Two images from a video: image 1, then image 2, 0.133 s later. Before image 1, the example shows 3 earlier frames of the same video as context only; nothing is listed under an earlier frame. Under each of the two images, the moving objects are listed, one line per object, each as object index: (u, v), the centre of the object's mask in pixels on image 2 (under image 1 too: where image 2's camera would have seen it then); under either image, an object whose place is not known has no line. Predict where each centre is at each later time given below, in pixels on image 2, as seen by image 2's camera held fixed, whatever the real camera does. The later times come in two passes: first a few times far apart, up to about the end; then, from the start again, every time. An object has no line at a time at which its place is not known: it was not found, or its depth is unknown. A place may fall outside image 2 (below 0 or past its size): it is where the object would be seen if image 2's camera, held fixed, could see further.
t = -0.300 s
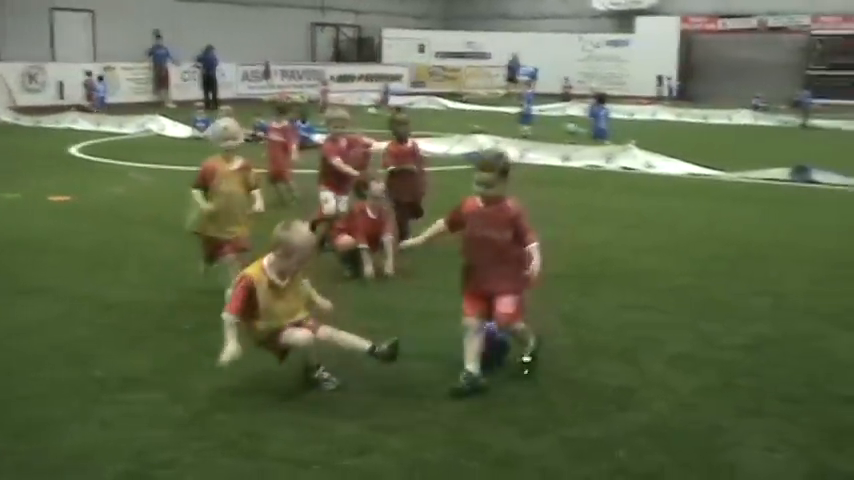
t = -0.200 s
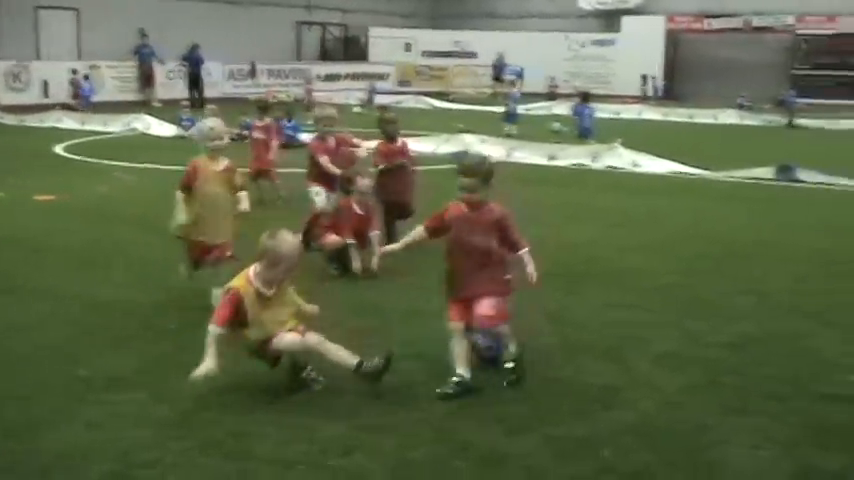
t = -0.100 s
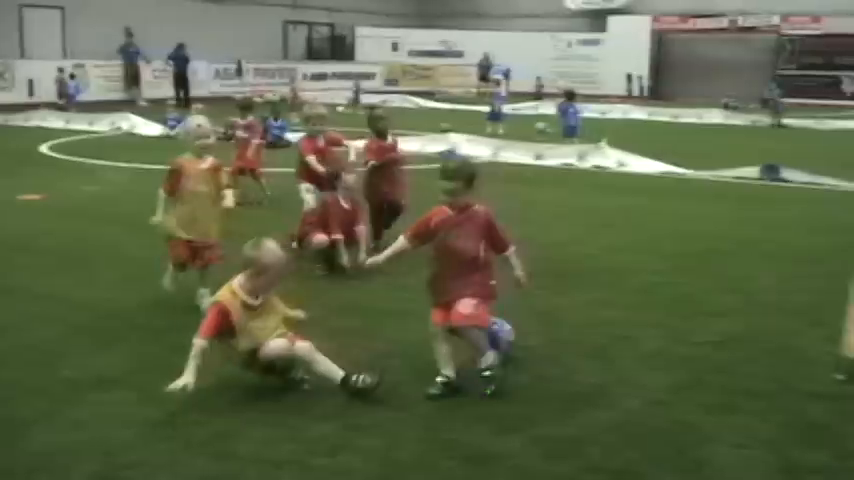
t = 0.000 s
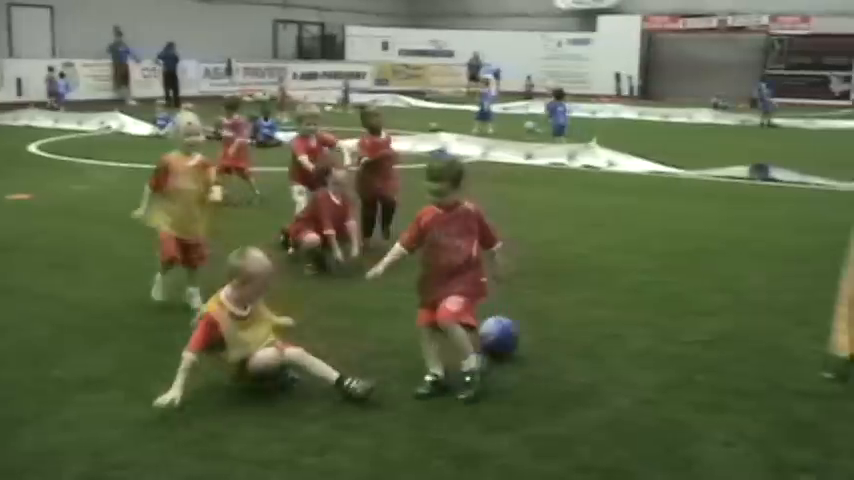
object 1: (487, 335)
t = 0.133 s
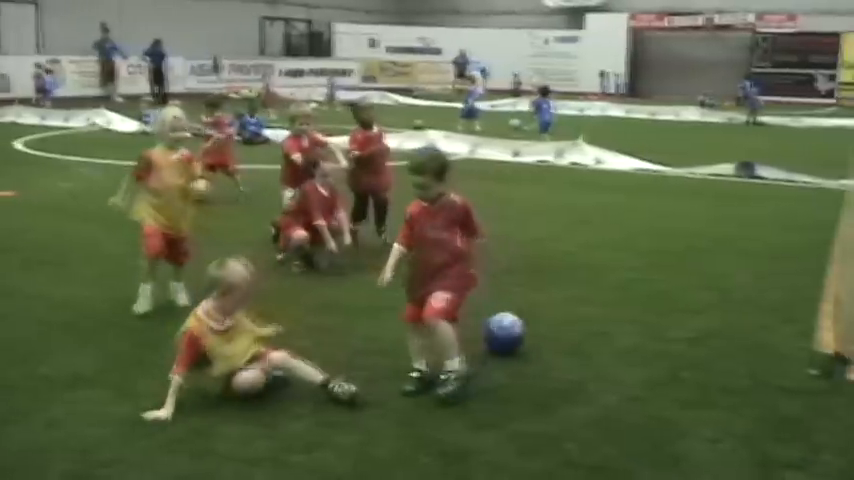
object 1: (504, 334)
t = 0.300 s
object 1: (526, 333)
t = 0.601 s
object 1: (565, 331)
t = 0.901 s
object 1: (602, 329)
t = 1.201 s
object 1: (637, 327)
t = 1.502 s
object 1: (670, 326)
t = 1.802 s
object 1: (702, 325)
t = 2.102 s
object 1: (732, 325)
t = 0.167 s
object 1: (509, 333)
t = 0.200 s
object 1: (514, 333)
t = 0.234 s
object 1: (518, 333)
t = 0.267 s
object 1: (522, 333)
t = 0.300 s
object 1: (526, 333)
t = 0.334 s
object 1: (531, 333)
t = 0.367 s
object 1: (534, 333)
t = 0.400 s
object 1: (539, 333)
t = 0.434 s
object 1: (543, 332)
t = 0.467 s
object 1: (547, 332)
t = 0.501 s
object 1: (552, 332)
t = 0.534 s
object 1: (556, 331)
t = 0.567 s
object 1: (559, 332)
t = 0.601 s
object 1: (565, 331)
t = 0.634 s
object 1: (569, 331)
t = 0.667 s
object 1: (574, 331)
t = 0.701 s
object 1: (578, 331)
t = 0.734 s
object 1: (583, 331)
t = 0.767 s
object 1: (586, 331)
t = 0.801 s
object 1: (590, 331)
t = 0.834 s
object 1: (593, 330)
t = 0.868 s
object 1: (597, 330)
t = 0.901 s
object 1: (602, 329)
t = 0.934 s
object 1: (606, 329)
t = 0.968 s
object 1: (610, 329)
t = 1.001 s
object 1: (614, 329)
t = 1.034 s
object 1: (617, 329)
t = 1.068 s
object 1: (622, 329)
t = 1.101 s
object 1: (625, 329)
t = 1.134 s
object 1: (630, 328)
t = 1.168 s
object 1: (634, 328)
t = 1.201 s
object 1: (637, 327)
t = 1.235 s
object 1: (641, 326)
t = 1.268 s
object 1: (645, 327)
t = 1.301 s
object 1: (649, 326)
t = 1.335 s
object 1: (653, 327)
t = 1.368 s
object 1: (657, 327)
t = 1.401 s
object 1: (659, 327)
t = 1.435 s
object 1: (663, 327)
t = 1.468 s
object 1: (667, 326)
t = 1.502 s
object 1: (670, 326)
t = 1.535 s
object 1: (673, 325)
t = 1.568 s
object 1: (678, 325)
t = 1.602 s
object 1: (682, 326)
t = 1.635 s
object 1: (685, 325)
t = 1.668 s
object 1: (689, 326)
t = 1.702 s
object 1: (691, 326)
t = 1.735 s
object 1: (695, 326)
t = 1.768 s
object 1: (699, 325)
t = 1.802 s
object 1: (702, 325)
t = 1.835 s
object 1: (706, 325)
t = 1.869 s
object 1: (710, 324)
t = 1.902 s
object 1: (712, 324)
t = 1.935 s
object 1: (716, 324)
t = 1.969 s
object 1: (720, 324)
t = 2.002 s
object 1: (723, 325)
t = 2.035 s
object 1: (726, 325)
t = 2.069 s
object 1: (730, 325)
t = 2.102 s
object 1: (732, 325)
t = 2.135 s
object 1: (736, 324)
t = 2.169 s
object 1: (740, 322)
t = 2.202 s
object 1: (742, 322)
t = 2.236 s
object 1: (745, 322)
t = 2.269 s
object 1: (749, 323)
